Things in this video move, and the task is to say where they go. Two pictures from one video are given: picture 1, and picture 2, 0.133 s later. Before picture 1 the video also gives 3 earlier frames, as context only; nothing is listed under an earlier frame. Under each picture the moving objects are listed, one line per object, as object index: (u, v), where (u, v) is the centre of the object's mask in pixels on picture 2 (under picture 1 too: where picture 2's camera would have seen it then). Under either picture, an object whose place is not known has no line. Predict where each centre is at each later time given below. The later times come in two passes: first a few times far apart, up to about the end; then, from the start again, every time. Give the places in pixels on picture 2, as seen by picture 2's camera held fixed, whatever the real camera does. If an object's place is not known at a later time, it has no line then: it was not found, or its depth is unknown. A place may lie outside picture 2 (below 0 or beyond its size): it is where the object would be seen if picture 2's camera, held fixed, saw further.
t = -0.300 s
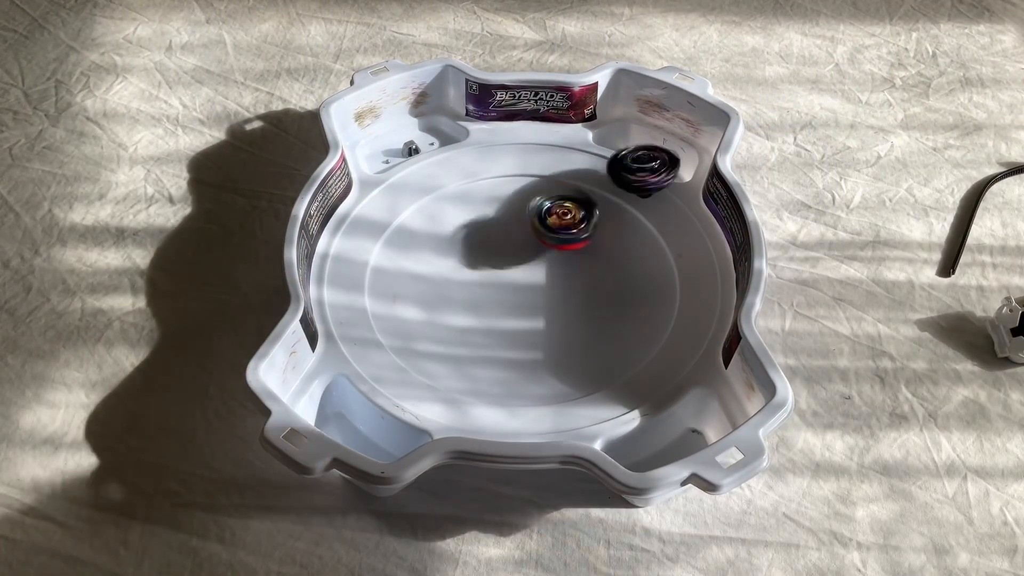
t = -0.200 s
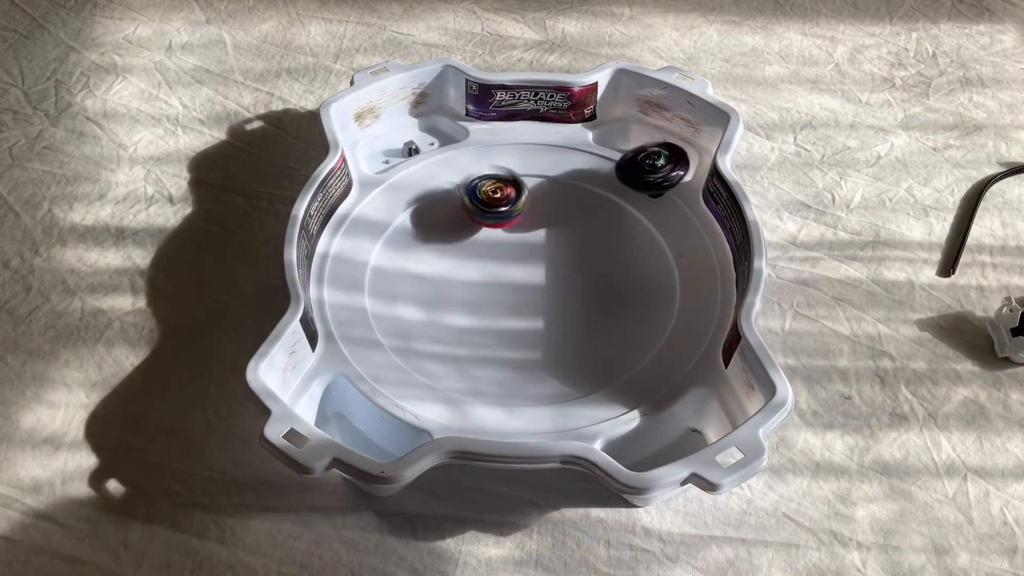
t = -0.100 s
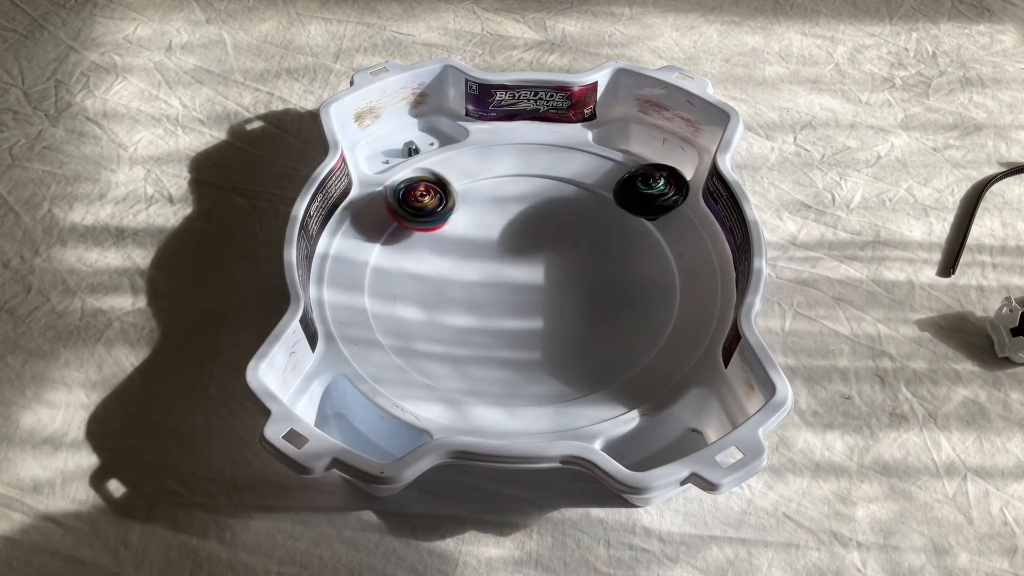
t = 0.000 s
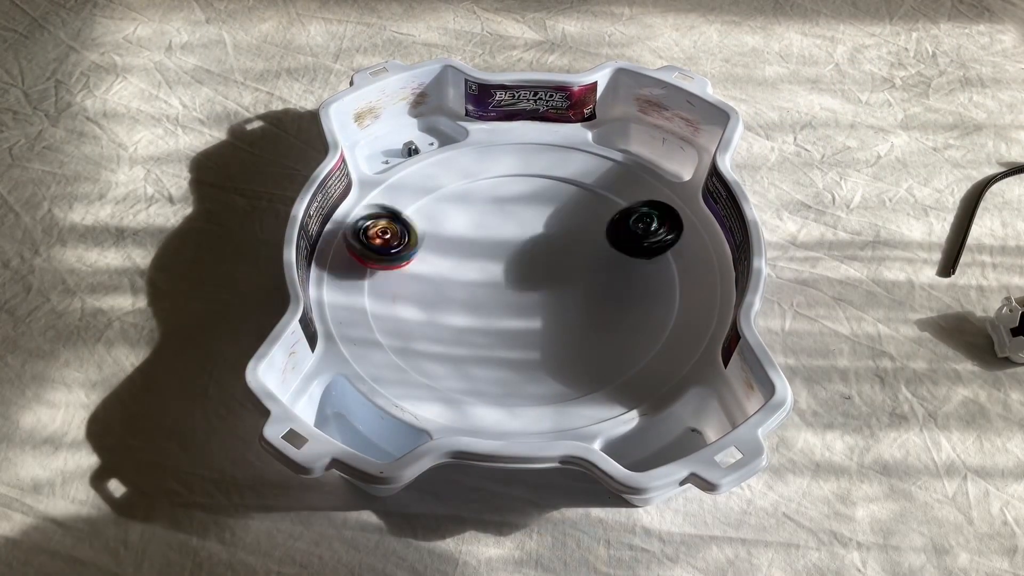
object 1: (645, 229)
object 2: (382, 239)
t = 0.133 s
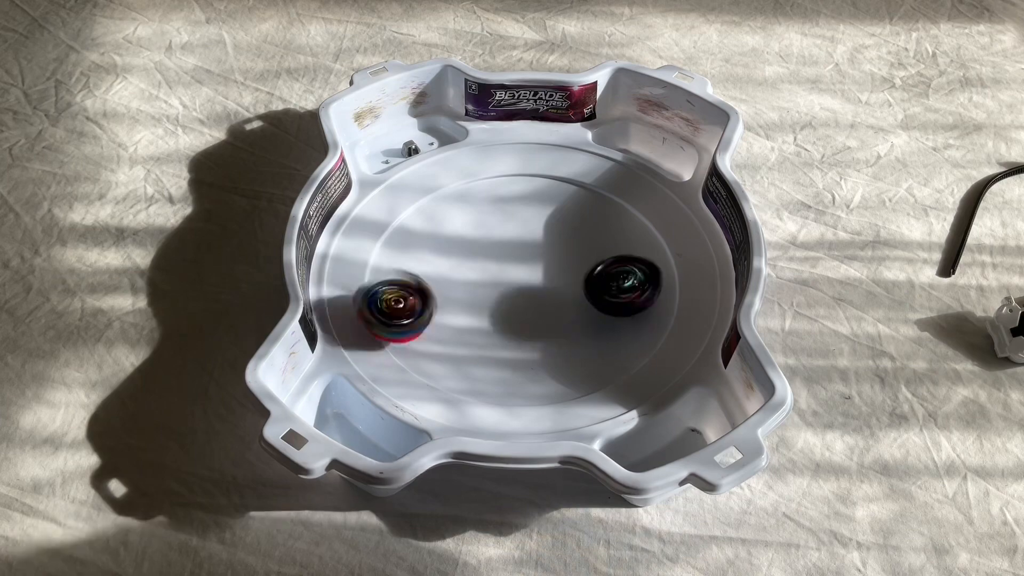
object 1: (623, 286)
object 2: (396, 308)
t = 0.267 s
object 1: (556, 311)
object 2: (488, 341)
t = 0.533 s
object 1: (578, 196)
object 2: (594, 307)
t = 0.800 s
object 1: (509, 172)
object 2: (531, 238)
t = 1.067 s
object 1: (420, 223)
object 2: (440, 308)
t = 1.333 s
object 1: (500, 309)
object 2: (588, 320)
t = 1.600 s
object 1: (552, 276)
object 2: (545, 189)
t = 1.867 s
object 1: (469, 186)
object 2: (390, 228)
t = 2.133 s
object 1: (484, 193)
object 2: (490, 332)
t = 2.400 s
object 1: (499, 221)
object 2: (612, 221)
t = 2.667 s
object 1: (471, 249)
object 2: (475, 166)
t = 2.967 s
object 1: (488, 304)
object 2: (413, 274)
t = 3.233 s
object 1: (571, 362)
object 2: (548, 291)
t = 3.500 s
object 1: (509, 345)
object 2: (558, 181)
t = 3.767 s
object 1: (491, 286)
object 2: (442, 198)
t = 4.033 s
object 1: (630, 235)
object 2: (449, 293)
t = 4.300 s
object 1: (684, 257)
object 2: (549, 297)
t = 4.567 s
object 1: (678, 233)
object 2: (419, 267)
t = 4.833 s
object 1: (547, 257)
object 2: (454, 315)
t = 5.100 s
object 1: (464, 197)
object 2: (540, 248)
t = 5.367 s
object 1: (439, 171)
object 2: (538, 198)
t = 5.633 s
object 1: (405, 221)
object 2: (553, 213)
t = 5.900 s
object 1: (429, 287)
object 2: (607, 236)
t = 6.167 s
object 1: (514, 296)
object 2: (623, 246)
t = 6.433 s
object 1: (492, 297)
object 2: (613, 264)
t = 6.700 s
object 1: (486, 290)
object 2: (561, 264)
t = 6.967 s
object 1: (365, 243)
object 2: (583, 283)
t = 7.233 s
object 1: (366, 213)
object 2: (531, 286)
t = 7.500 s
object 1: (447, 209)
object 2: (508, 309)
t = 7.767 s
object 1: (642, 283)
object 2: (494, 276)
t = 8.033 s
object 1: (566, 349)
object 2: (453, 270)
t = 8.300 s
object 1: (491, 325)
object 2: (488, 217)
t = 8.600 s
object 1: (484, 268)
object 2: (495, 168)
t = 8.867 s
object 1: (550, 225)
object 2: (527, 166)
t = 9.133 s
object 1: (578, 250)
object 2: (551, 178)
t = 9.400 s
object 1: (572, 309)
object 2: (553, 213)
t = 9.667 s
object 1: (503, 320)
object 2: (551, 269)
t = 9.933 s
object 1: (384, 268)
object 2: (594, 269)
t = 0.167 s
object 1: (611, 299)
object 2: (413, 323)
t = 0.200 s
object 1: (594, 307)
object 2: (435, 334)
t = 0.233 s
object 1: (573, 312)
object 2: (461, 340)
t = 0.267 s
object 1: (556, 311)
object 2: (488, 341)
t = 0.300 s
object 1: (554, 291)
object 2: (497, 353)
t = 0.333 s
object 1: (554, 271)
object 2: (507, 358)
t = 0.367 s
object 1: (554, 254)
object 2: (520, 360)
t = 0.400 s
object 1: (555, 238)
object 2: (535, 359)
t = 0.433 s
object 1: (558, 224)
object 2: (552, 352)
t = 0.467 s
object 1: (562, 213)
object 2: (568, 341)
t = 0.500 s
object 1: (570, 205)
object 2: (582, 326)
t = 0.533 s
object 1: (578, 196)
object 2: (594, 307)
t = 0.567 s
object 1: (588, 191)
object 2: (600, 285)
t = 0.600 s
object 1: (598, 187)
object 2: (598, 263)
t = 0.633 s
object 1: (602, 179)
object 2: (593, 249)
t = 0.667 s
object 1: (586, 167)
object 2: (587, 246)
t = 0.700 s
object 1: (569, 164)
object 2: (578, 243)
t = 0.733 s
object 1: (550, 168)
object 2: (565, 241)
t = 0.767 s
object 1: (530, 174)
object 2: (549, 237)
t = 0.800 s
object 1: (509, 172)
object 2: (531, 238)
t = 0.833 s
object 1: (488, 169)
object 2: (512, 242)
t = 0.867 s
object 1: (470, 165)
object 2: (493, 247)
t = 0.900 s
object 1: (454, 164)
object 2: (475, 254)
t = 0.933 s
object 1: (440, 169)
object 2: (461, 263)
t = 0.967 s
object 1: (430, 181)
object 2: (450, 272)
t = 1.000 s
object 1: (424, 195)
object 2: (443, 284)
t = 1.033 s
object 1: (420, 209)
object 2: (439, 295)
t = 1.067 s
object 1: (420, 223)
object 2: (440, 308)
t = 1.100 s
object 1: (424, 237)
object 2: (447, 319)
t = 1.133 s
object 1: (429, 252)
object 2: (459, 329)
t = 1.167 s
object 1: (436, 266)
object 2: (476, 340)
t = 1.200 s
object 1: (446, 277)
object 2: (497, 345)
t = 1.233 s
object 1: (459, 288)
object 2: (522, 344)
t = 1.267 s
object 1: (472, 297)
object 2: (547, 341)
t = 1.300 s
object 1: (485, 304)
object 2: (569, 333)
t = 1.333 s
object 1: (500, 309)
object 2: (588, 320)
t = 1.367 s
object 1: (513, 312)
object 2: (602, 304)
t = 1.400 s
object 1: (523, 310)
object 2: (610, 286)
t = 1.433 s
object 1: (534, 307)
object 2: (611, 266)
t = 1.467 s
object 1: (543, 304)
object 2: (607, 248)
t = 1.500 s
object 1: (551, 299)
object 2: (598, 229)
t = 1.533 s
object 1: (553, 293)
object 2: (583, 213)
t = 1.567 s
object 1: (554, 284)
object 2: (565, 200)
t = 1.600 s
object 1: (552, 276)
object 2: (545, 189)
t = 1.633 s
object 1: (548, 267)
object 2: (522, 181)
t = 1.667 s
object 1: (539, 258)
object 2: (499, 177)
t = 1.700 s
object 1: (530, 247)
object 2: (475, 175)
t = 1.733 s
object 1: (518, 236)
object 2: (452, 176)
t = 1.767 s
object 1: (505, 226)
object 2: (432, 183)
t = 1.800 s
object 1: (490, 212)
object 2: (417, 198)
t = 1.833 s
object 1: (478, 199)
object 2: (403, 213)
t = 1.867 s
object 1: (469, 186)
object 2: (390, 228)
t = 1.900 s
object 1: (458, 172)
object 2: (382, 243)
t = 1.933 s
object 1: (457, 166)
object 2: (381, 259)
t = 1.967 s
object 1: (458, 168)
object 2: (385, 276)
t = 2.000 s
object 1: (460, 171)
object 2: (396, 292)
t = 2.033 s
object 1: (465, 178)
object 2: (412, 307)
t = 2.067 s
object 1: (472, 184)
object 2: (434, 319)
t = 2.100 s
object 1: (478, 188)
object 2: (461, 327)
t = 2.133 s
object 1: (484, 193)
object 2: (490, 332)
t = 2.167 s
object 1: (489, 199)
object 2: (519, 330)
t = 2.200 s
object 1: (495, 203)
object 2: (545, 323)
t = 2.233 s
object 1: (500, 207)
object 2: (568, 312)
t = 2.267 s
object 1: (501, 209)
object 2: (588, 298)
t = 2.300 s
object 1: (502, 212)
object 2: (602, 280)
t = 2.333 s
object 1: (502, 216)
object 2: (610, 260)
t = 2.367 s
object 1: (501, 219)
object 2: (614, 241)
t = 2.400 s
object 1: (499, 221)
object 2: (612, 221)
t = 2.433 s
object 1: (495, 224)
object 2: (605, 203)
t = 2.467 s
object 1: (493, 229)
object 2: (595, 187)
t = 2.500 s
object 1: (489, 233)
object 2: (580, 173)
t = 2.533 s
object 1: (487, 236)
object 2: (563, 161)
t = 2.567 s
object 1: (484, 240)
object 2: (540, 162)
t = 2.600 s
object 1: (480, 243)
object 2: (519, 162)
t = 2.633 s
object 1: (476, 246)
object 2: (497, 162)
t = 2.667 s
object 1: (471, 249)
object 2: (475, 166)
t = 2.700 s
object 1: (469, 251)
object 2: (457, 173)
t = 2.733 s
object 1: (465, 255)
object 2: (438, 183)
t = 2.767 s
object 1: (463, 256)
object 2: (425, 198)
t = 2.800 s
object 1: (466, 263)
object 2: (414, 207)
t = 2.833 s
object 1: (472, 275)
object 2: (403, 218)
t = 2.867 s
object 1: (477, 283)
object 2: (400, 231)
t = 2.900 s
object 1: (481, 291)
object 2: (399, 245)
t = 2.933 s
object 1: (484, 297)
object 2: (404, 261)
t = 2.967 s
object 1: (488, 304)
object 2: (413, 274)
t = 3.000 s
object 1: (507, 317)
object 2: (417, 284)
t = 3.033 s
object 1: (524, 329)
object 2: (426, 293)
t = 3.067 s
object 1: (538, 338)
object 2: (441, 301)
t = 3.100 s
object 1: (550, 346)
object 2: (462, 307)
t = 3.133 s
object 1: (559, 353)
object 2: (483, 309)
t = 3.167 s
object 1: (566, 357)
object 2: (506, 306)
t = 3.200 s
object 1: (570, 361)
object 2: (529, 301)
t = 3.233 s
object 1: (571, 362)
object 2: (548, 291)
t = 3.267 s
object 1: (568, 363)
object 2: (563, 279)
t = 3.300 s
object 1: (563, 362)
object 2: (576, 265)
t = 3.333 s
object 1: (555, 360)
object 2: (584, 251)
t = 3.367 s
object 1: (545, 358)
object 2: (586, 234)
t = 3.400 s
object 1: (537, 355)
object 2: (585, 220)
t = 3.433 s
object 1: (527, 352)
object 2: (579, 206)
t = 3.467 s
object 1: (519, 349)
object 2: (570, 193)
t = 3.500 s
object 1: (509, 345)
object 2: (558, 181)
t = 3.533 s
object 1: (501, 341)
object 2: (544, 170)
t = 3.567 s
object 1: (494, 334)
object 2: (528, 162)
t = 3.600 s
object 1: (488, 328)
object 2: (512, 160)
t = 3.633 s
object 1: (487, 320)
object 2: (495, 165)
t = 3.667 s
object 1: (486, 313)
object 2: (480, 170)
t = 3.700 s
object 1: (487, 304)
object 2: (466, 179)
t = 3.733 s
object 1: (488, 295)
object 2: (452, 187)
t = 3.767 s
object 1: (491, 286)
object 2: (442, 198)
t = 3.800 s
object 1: (494, 276)
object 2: (436, 210)
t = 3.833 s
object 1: (500, 267)
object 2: (434, 225)
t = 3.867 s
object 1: (508, 257)
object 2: (436, 240)
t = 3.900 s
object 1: (535, 253)
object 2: (430, 251)
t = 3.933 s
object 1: (563, 247)
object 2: (427, 262)
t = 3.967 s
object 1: (586, 242)
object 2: (430, 273)
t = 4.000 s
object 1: (607, 238)
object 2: (438, 283)
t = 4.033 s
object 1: (630, 235)
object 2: (449, 293)
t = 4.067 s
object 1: (649, 235)
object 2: (463, 301)
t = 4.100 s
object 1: (664, 236)
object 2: (479, 307)
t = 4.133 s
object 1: (667, 240)
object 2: (498, 312)
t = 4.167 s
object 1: (667, 249)
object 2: (518, 313)
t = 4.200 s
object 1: (665, 260)
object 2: (537, 312)
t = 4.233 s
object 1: (658, 269)
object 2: (556, 307)
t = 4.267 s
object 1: (651, 276)
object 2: (575, 300)
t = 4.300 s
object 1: (684, 257)
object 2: (549, 297)
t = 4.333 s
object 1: (710, 237)
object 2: (522, 290)
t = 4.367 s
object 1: (723, 221)
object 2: (497, 284)
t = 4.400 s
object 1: (727, 213)
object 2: (477, 277)
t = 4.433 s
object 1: (725, 210)
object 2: (459, 272)
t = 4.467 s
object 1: (717, 210)
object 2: (446, 268)
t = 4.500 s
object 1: (706, 215)
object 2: (434, 267)
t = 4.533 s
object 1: (691, 230)
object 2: (426, 266)
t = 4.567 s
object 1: (678, 233)
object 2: (419, 267)
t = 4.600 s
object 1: (661, 234)
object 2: (417, 271)
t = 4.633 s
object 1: (642, 242)
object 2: (414, 276)
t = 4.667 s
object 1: (626, 246)
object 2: (416, 281)
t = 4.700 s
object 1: (607, 251)
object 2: (417, 288)
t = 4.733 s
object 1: (592, 255)
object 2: (422, 295)
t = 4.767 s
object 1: (576, 256)
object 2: (428, 303)
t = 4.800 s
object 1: (560, 257)
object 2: (439, 309)
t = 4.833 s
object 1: (547, 257)
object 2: (454, 315)
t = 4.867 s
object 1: (534, 253)
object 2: (471, 316)
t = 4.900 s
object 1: (520, 250)
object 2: (489, 314)
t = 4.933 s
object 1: (507, 243)
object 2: (504, 307)
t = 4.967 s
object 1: (494, 235)
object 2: (517, 298)
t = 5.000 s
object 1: (482, 227)
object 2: (527, 287)
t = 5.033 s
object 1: (473, 218)
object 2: (534, 275)
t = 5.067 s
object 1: (467, 207)
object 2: (537, 262)
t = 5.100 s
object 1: (464, 197)
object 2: (540, 248)
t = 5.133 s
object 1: (462, 189)
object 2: (538, 236)
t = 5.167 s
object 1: (464, 182)
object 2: (535, 222)
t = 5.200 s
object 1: (467, 176)
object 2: (529, 211)
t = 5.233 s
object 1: (459, 166)
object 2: (533, 208)
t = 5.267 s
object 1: (452, 165)
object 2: (536, 204)
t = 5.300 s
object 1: (446, 168)
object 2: (539, 202)
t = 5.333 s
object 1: (442, 169)
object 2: (539, 200)
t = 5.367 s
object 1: (439, 171)
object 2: (538, 198)
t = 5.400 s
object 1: (437, 173)
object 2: (535, 195)
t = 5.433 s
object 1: (436, 175)
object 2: (532, 194)
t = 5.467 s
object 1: (438, 179)
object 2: (526, 193)
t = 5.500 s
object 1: (442, 187)
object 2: (519, 193)
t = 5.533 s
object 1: (431, 189)
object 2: (523, 197)
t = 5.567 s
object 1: (419, 197)
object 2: (533, 202)
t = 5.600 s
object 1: (411, 209)
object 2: (544, 208)
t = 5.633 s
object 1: (405, 221)
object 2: (553, 213)
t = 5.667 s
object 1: (402, 231)
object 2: (562, 217)
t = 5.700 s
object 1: (400, 242)
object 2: (570, 221)
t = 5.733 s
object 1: (401, 251)
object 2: (578, 225)
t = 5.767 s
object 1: (403, 260)
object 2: (584, 228)
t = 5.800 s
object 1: (406, 269)
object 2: (591, 231)
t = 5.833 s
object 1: (412, 276)
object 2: (597, 233)
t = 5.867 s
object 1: (419, 282)
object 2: (603, 235)
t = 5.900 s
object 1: (429, 287)
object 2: (607, 236)
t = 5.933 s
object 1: (439, 292)
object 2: (612, 238)
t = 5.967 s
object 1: (450, 294)
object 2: (615, 239)
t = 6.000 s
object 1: (462, 297)
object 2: (618, 241)
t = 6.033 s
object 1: (474, 298)
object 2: (621, 242)
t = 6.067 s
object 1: (485, 299)
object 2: (623, 243)
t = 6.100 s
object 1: (495, 298)
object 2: (624, 243)
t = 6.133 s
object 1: (505, 297)
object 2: (625, 244)
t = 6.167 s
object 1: (514, 296)
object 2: (623, 246)
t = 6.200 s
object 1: (522, 295)
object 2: (617, 247)
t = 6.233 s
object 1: (528, 294)
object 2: (611, 250)
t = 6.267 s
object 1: (532, 293)
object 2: (604, 255)
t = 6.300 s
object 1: (532, 291)
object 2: (597, 261)
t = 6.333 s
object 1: (517, 293)
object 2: (601, 264)
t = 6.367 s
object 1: (504, 295)
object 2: (606, 265)
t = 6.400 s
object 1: (496, 295)
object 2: (610, 265)
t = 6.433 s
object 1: (492, 297)
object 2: (613, 264)
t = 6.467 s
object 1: (488, 297)
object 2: (615, 261)
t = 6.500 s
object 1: (487, 297)
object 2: (615, 258)
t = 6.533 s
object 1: (487, 297)
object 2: (613, 256)
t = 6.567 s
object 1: (486, 297)
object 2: (606, 253)
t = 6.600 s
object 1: (485, 296)
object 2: (596, 255)
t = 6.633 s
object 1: (484, 294)
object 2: (584, 256)
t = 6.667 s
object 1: (485, 292)
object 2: (572, 260)
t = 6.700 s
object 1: (486, 290)
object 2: (561, 264)
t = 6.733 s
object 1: (469, 288)
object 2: (562, 268)
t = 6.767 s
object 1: (434, 290)
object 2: (569, 270)
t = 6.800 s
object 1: (409, 285)
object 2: (574, 273)
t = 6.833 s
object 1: (385, 278)
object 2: (576, 277)
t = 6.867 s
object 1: (376, 265)
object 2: (579, 280)
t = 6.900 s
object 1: (372, 257)
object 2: (582, 281)
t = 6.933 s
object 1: (369, 252)
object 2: (583, 283)
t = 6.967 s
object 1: (365, 243)
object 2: (583, 283)
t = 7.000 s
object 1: (362, 236)
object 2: (581, 281)
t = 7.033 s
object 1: (361, 231)
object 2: (578, 280)
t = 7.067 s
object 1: (359, 227)
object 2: (572, 280)
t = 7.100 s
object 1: (357, 224)
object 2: (565, 279)
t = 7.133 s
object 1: (357, 220)
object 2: (556, 280)
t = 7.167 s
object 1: (360, 217)
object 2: (548, 281)
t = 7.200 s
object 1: (363, 215)
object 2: (540, 283)
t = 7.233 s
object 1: (366, 213)
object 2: (531, 286)
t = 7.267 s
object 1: (369, 210)
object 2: (523, 289)
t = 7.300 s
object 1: (376, 208)
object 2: (517, 292)
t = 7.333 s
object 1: (382, 207)
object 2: (511, 296)
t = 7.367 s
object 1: (388, 206)
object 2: (507, 299)
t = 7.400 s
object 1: (398, 204)
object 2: (504, 302)
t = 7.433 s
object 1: (412, 207)
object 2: (504, 306)
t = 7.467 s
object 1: (429, 208)
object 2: (505, 308)
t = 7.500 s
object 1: (447, 209)
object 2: (508, 309)
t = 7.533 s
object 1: (470, 212)
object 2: (510, 308)
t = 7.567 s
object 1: (496, 217)
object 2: (513, 305)
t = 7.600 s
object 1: (523, 225)
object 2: (515, 301)
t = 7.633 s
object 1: (549, 234)
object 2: (516, 295)
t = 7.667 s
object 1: (576, 246)
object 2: (513, 290)
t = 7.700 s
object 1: (603, 257)
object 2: (507, 285)
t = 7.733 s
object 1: (624, 269)
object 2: (501, 280)
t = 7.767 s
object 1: (642, 283)
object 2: (494, 276)
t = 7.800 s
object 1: (654, 299)
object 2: (487, 272)
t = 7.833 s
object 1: (657, 313)
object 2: (480, 270)
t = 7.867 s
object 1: (647, 326)
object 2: (474, 268)
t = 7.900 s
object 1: (627, 339)
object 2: (467, 266)
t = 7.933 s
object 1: (610, 344)
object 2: (462, 266)
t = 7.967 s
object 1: (592, 348)
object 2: (457, 266)
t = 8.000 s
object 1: (578, 349)
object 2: (454, 268)
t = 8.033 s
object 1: (566, 349)
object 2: (453, 270)
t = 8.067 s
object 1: (553, 347)
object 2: (455, 271)
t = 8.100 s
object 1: (540, 344)
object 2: (461, 273)
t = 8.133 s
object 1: (523, 338)
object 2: (467, 273)
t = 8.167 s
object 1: (511, 330)
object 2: (475, 272)
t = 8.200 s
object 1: (500, 325)
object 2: (481, 264)
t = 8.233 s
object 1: (498, 329)
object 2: (483, 246)
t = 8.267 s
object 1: (493, 328)
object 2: (486, 230)
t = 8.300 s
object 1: (491, 325)
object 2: (488, 217)
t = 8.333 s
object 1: (487, 322)
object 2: (489, 206)
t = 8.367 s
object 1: (483, 319)
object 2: (490, 198)
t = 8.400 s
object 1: (481, 314)
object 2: (489, 192)
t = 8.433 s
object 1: (479, 309)
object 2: (489, 187)
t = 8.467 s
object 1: (478, 303)
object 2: (489, 183)
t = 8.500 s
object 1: (476, 296)
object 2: (489, 179)
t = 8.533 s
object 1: (479, 287)
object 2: (491, 176)
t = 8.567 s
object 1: (480, 279)
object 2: (492, 172)
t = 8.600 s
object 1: (484, 268)
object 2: (495, 168)
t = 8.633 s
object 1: (490, 258)
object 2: (497, 166)
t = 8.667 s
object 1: (497, 247)
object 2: (500, 164)
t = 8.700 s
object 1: (508, 237)
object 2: (504, 163)
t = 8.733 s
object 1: (519, 228)
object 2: (508, 166)
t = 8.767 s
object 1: (530, 226)
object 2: (513, 164)
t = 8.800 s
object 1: (539, 226)
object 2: (518, 162)
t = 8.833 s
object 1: (542, 225)
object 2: (523, 164)
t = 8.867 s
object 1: (550, 225)
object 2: (527, 166)
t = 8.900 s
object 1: (556, 231)
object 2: (530, 164)
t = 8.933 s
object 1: (562, 236)
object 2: (533, 162)
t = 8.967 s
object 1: (568, 238)
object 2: (536, 163)
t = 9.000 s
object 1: (569, 240)
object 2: (537, 164)
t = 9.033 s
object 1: (572, 241)
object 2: (539, 166)
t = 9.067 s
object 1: (574, 246)
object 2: (543, 170)
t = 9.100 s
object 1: (577, 247)
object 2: (547, 173)
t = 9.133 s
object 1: (578, 250)
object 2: (551, 178)
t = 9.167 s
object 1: (580, 254)
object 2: (556, 184)
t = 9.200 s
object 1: (580, 256)
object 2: (560, 190)
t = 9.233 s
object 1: (579, 259)
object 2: (561, 197)
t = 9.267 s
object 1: (582, 267)
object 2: (562, 202)
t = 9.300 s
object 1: (584, 279)
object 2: (560, 202)
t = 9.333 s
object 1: (580, 290)
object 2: (557, 203)
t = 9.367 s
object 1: (577, 300)
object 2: (555, 207)
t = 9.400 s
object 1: (572, 309)
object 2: (553, 213)
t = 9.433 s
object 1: (563, 315)
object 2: (551, 219)
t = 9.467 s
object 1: (553, 320)
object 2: (550, 227)
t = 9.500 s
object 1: (546, 324)
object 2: (549, 235)
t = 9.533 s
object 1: (536, 324)
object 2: (549, 242)
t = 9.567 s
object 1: (527, 325)
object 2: (549, 249)
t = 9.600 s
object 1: (518, 325)
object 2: (550, 256)
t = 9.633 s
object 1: (510, 323)
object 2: (550, 262)
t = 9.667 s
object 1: (503, 320)
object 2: (551, 269)
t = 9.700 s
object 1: (494, 316)
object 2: (551, 275)
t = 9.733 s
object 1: (471, 318)
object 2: (561, 274)
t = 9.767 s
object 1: (447, 317)
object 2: (569, 274)
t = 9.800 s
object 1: (426, 312)
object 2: (576, 274)
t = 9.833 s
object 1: (404, 303)
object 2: (582, 274)
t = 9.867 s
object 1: (386, 293)
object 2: (587, 273)
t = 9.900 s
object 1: (380, 280)
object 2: (591, 272)
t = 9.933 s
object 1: (384, 268)
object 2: (594, 269)
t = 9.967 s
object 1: (393, 254)
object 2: (593, 265)
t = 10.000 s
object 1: (401, 243)
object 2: (591, 262)
